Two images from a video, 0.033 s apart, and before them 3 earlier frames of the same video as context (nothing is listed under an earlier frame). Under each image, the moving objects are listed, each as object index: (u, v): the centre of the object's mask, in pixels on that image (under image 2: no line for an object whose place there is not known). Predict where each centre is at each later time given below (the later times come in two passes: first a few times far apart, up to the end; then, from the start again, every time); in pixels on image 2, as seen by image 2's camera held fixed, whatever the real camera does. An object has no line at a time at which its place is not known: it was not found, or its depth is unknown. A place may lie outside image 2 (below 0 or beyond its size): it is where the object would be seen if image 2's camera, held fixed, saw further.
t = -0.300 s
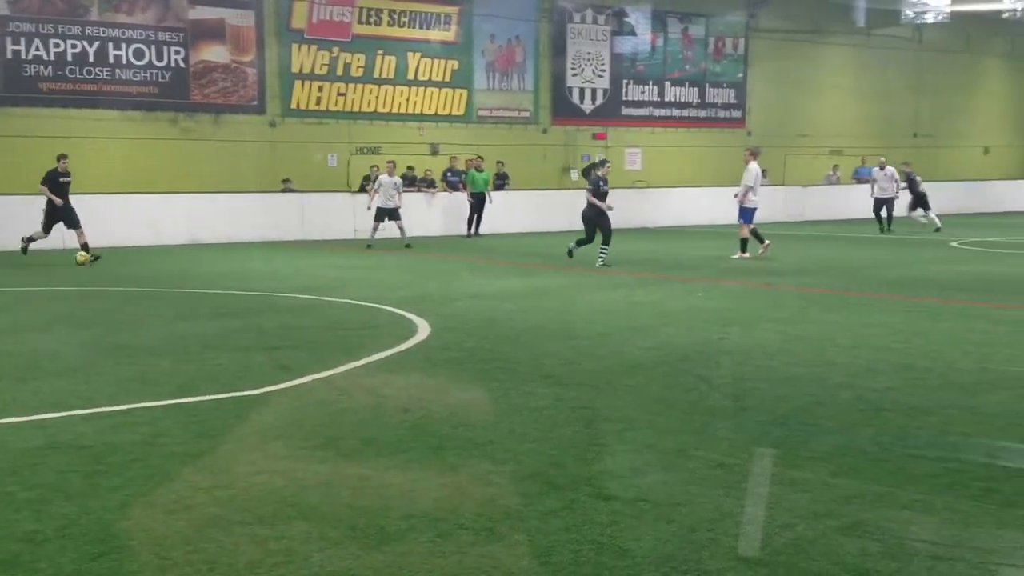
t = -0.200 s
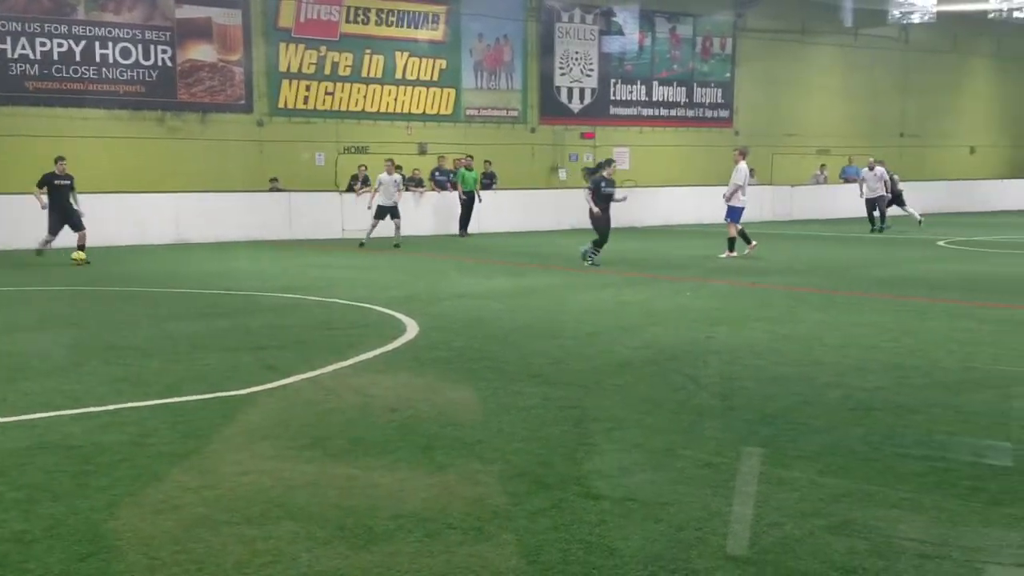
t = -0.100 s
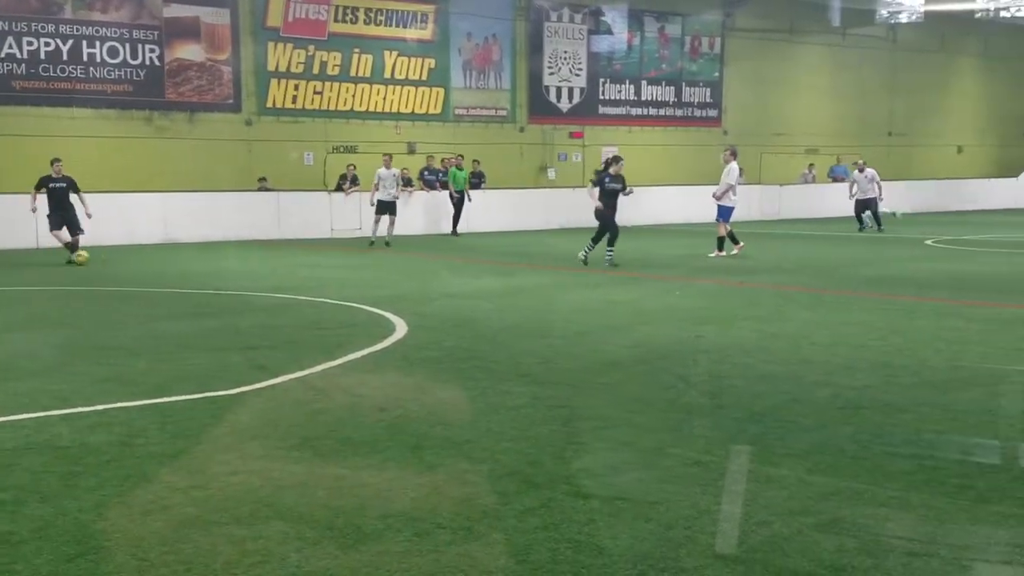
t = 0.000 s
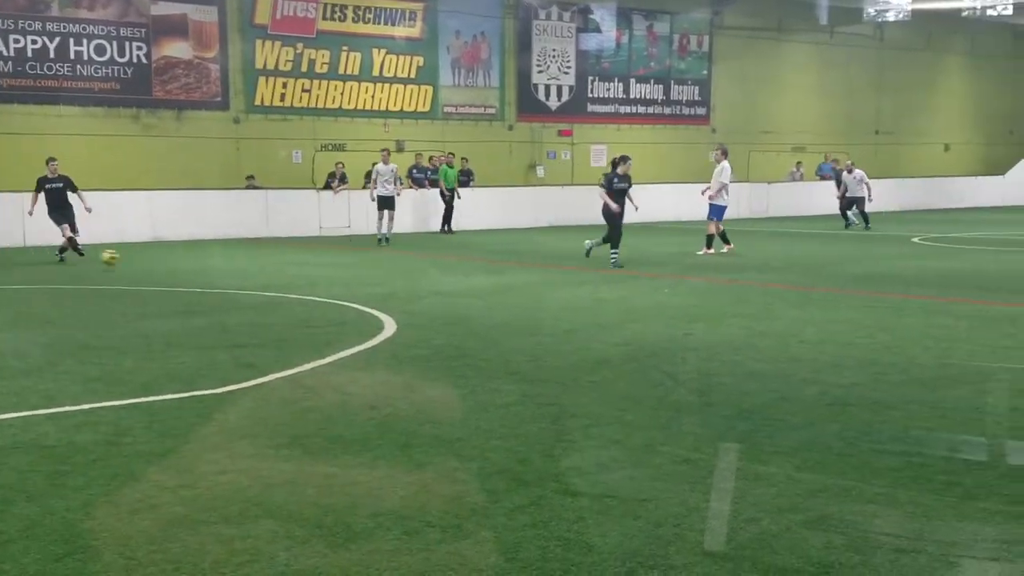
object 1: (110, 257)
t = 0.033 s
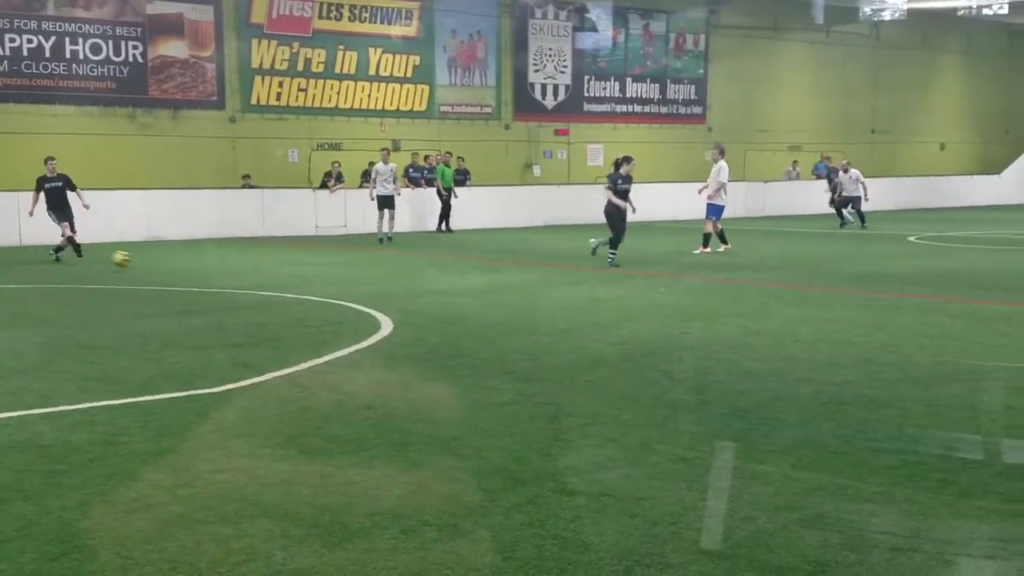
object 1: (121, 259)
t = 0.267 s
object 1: (238, 272)
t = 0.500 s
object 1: (363, 281)
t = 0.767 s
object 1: (513, 304)
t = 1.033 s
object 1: (683, 313)
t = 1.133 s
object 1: (756, 326)
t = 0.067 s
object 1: (137, 262)
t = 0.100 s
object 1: (154, 265)
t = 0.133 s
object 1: (171, 269)
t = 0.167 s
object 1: (188, 268)
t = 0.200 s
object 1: (203, 268)
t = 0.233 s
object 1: (220, 269)
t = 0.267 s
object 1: (238, 272)
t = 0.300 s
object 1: (255, 275)
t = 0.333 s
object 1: (275, 279)
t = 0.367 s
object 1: (291, 278)
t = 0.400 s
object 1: (308, 277)
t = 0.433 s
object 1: (326, 278)
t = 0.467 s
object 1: (343, 279)
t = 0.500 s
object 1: (363, 281)
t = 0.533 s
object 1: (382, 285)
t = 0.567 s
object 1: (402, 292)
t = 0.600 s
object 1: (419, 291)
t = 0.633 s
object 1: (437, 291)
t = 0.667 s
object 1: (455, 292)
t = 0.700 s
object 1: (474, 295)
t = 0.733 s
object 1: (493, 299)
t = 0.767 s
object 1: (513, 304)
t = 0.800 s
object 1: (532, 303)
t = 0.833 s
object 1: (552, 303)
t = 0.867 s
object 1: (572, 306)
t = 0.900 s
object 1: (593, 309)
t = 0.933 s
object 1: (615, 314)
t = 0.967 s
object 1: (637, 312)
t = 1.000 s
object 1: (659, 311)
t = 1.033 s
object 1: (683, 313)
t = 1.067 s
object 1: (706, 316)
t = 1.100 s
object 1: (731, 320)
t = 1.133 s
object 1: (756, 326)
